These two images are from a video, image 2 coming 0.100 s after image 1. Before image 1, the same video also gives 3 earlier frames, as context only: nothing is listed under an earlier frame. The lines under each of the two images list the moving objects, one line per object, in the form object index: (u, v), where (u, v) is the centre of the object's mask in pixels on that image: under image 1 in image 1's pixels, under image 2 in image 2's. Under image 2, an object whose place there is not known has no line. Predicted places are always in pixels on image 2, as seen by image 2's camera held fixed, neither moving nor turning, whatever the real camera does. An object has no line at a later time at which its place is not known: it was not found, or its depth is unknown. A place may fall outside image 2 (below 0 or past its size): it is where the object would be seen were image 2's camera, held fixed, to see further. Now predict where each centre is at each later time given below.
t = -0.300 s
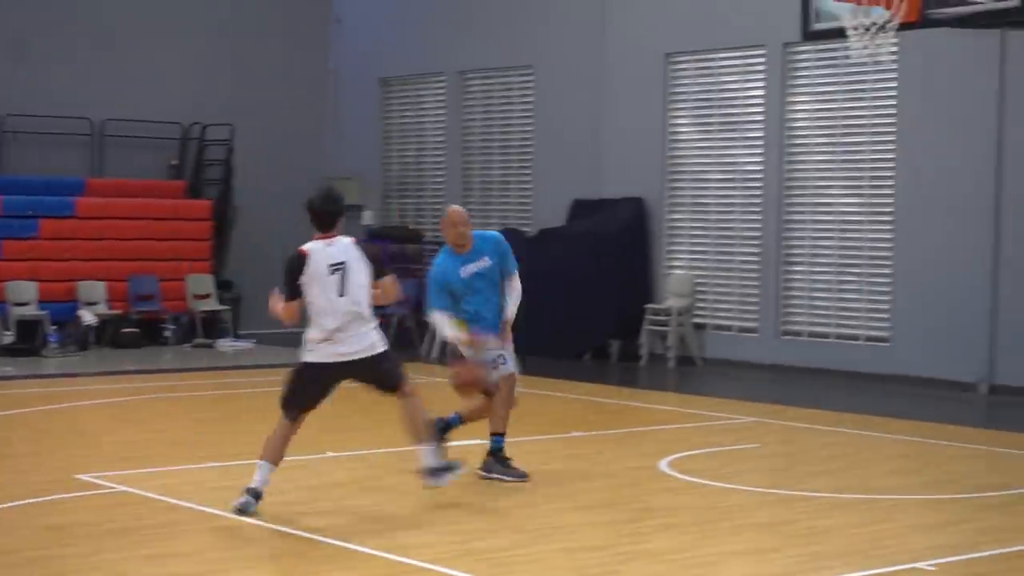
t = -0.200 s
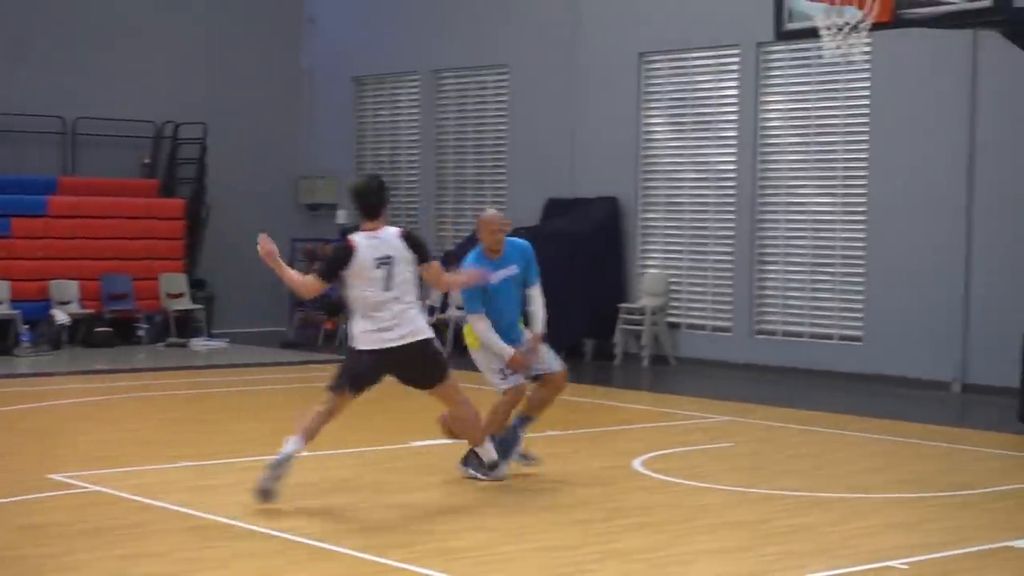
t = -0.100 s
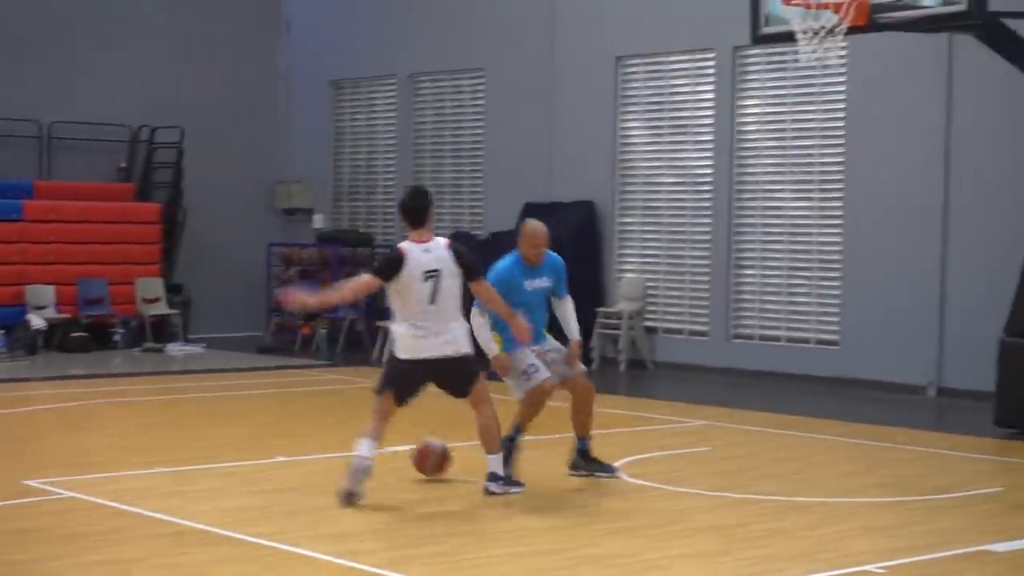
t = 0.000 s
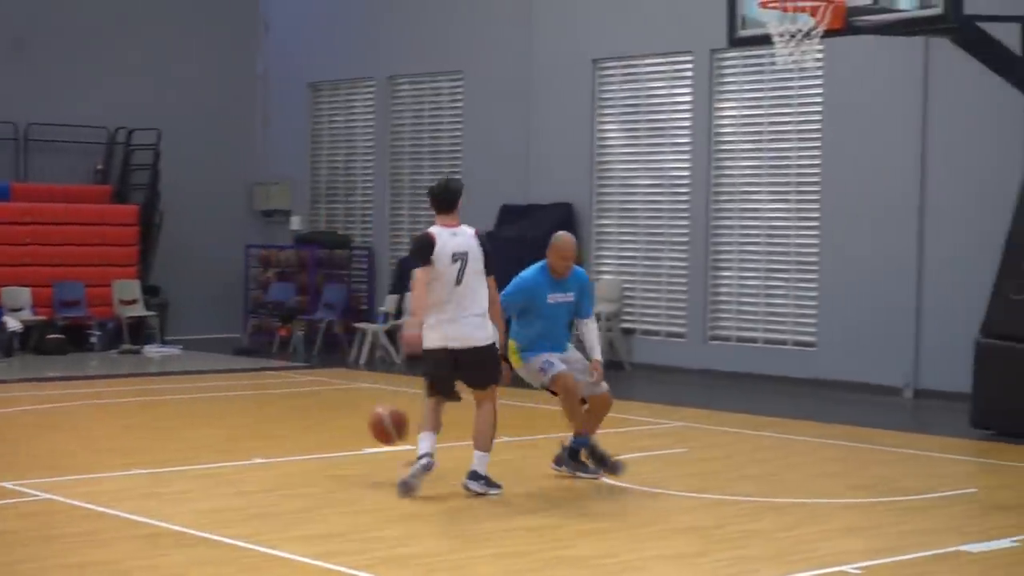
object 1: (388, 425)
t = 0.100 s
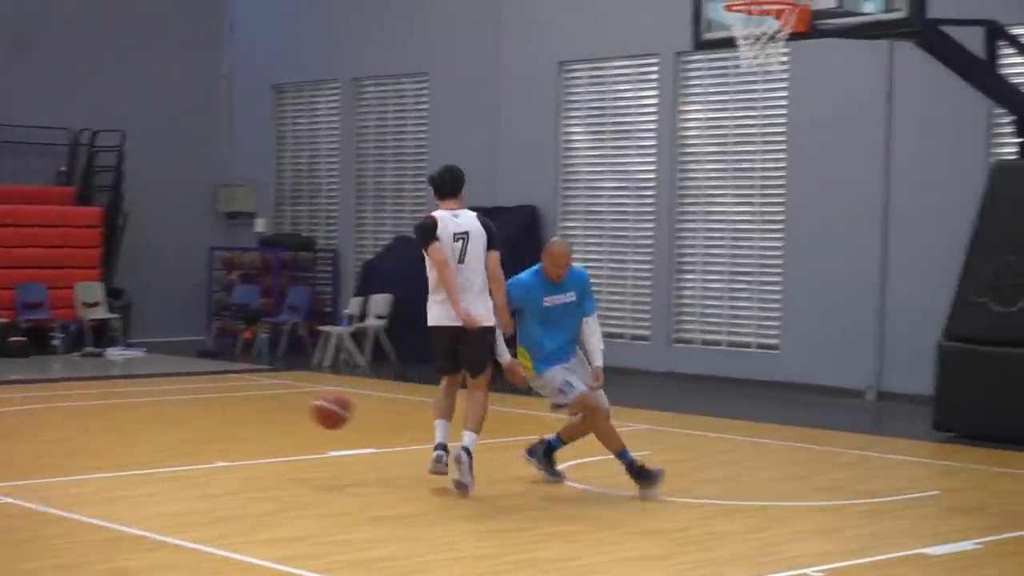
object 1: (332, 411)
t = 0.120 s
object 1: (329, 409)
